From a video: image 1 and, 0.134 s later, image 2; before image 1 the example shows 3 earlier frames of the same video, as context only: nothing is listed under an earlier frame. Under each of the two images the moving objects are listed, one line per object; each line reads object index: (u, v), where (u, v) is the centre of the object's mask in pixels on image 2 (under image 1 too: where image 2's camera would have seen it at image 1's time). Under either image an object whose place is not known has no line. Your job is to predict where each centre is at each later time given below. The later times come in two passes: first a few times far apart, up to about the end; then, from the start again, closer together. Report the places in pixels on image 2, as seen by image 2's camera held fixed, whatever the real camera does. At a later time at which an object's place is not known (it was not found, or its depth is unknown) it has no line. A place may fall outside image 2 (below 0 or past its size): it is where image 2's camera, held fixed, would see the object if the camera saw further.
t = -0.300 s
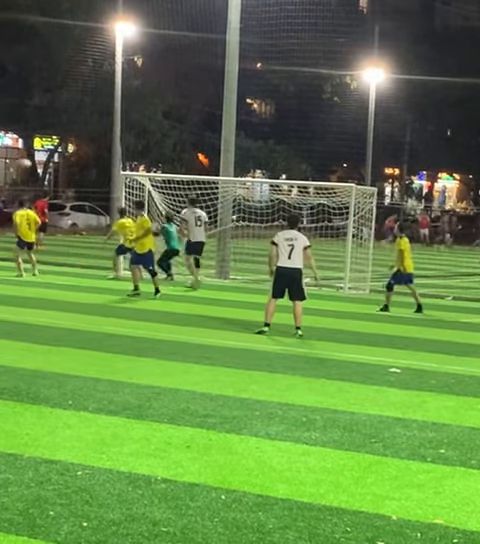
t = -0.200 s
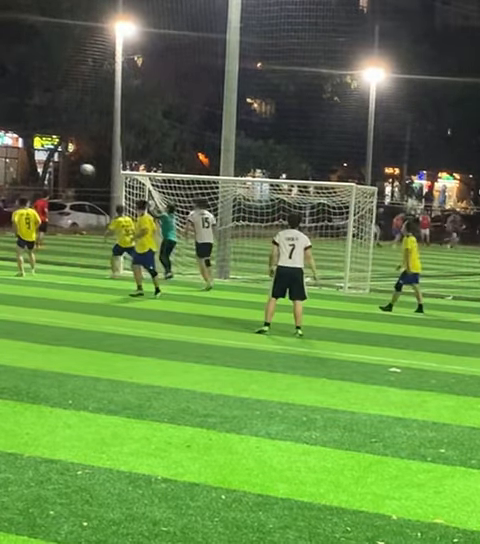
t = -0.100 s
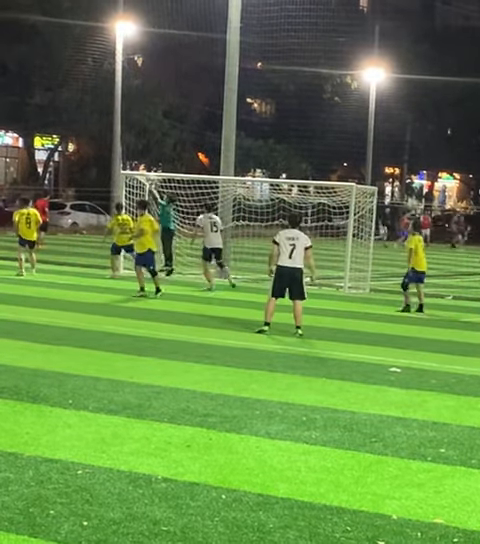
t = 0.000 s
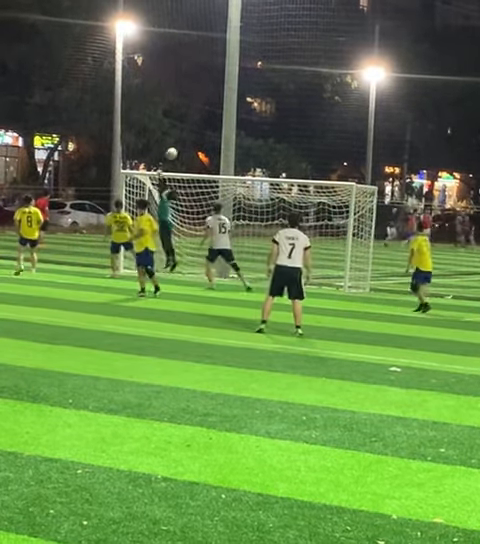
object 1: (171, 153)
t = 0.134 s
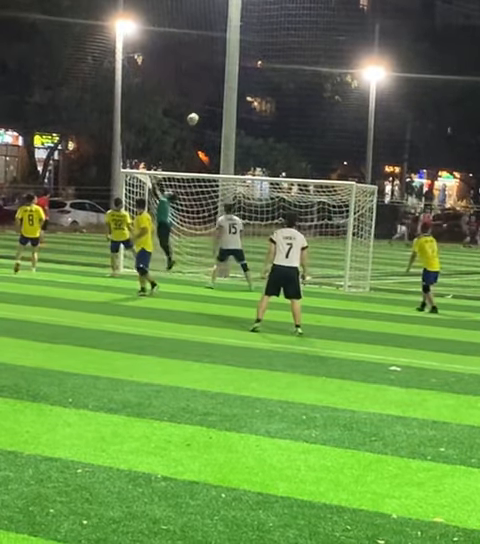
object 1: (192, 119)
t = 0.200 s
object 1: (203, 105)
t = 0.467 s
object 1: (247, 70)
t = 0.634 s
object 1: (273, 65)
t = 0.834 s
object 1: (305, 77)
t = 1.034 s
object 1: (337, 109)
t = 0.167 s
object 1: (198, 112)
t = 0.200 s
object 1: (203, 105)
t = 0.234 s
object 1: (209, 98)
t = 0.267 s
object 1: (214, 93)
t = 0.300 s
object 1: (219, 88)
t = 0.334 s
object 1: (224, 82)
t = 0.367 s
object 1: (230, 77)
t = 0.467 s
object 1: (247, 70)
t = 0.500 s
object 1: (252, 68)
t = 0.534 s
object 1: (257, 66)
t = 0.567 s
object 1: (263, 65)
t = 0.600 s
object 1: (268, 65)
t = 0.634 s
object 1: (273, 65)
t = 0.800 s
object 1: (300, 73)
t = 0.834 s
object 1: (305, 77)
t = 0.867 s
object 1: (310, 81)
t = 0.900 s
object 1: (316, 86)
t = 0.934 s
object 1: (321, 91)
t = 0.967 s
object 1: (327, 96)
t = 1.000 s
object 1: (332, 102)
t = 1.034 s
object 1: (337, 109)
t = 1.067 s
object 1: (342, 116)
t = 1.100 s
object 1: (346, 124)
